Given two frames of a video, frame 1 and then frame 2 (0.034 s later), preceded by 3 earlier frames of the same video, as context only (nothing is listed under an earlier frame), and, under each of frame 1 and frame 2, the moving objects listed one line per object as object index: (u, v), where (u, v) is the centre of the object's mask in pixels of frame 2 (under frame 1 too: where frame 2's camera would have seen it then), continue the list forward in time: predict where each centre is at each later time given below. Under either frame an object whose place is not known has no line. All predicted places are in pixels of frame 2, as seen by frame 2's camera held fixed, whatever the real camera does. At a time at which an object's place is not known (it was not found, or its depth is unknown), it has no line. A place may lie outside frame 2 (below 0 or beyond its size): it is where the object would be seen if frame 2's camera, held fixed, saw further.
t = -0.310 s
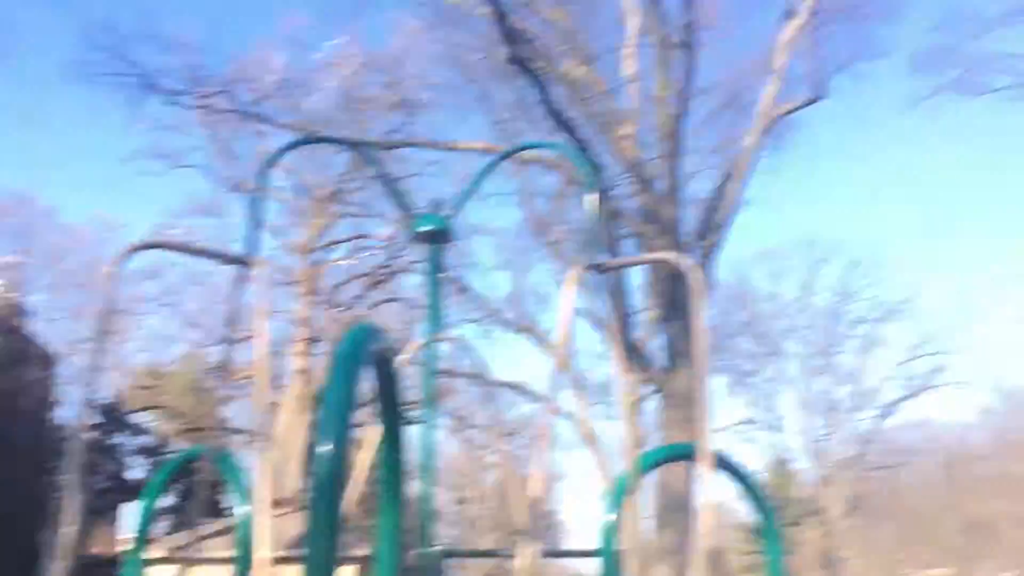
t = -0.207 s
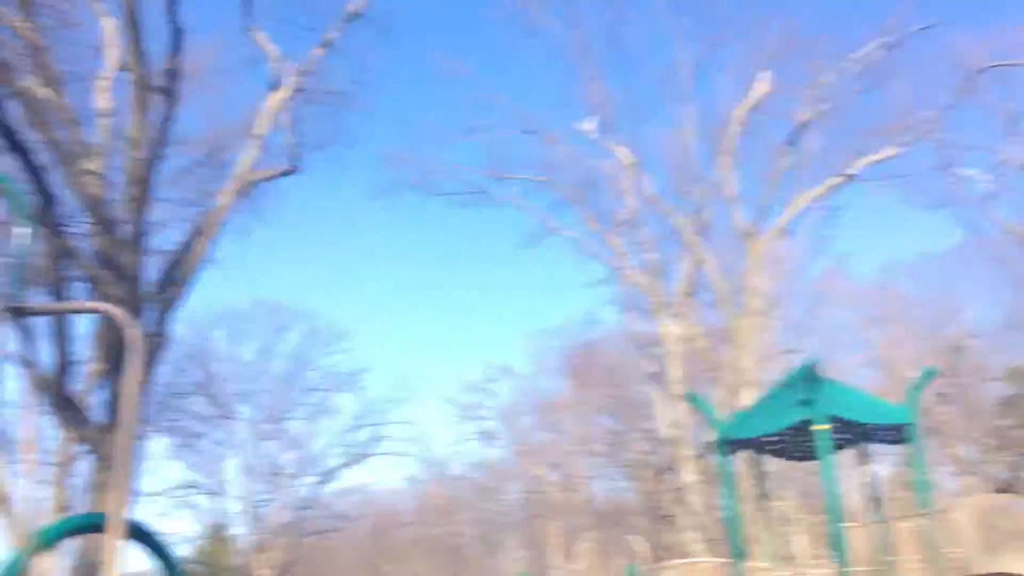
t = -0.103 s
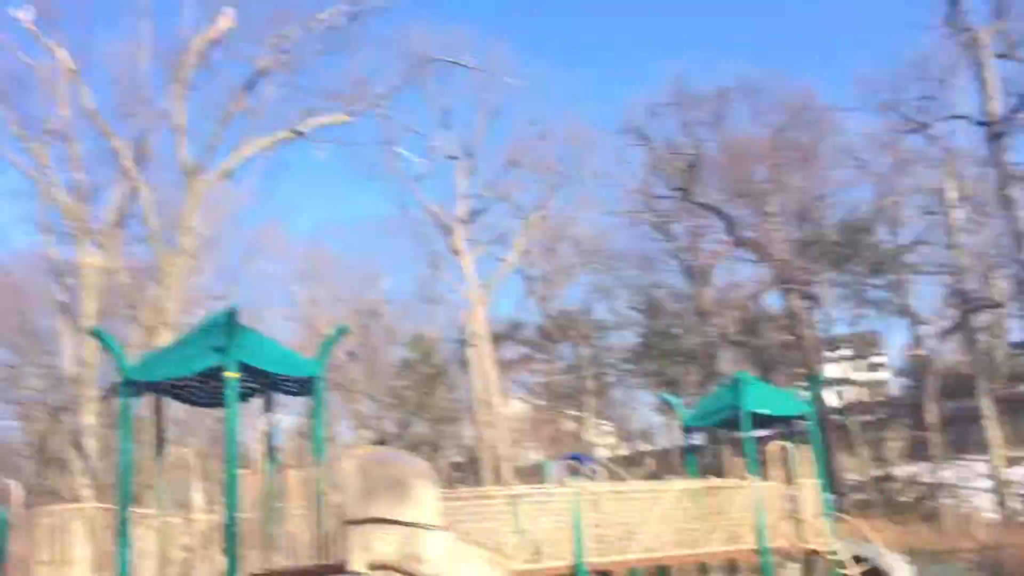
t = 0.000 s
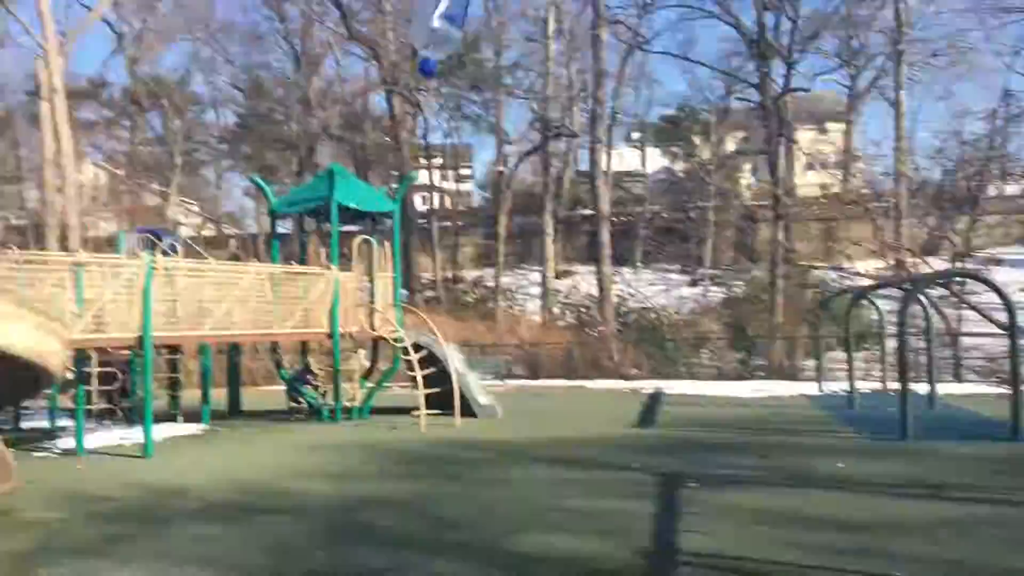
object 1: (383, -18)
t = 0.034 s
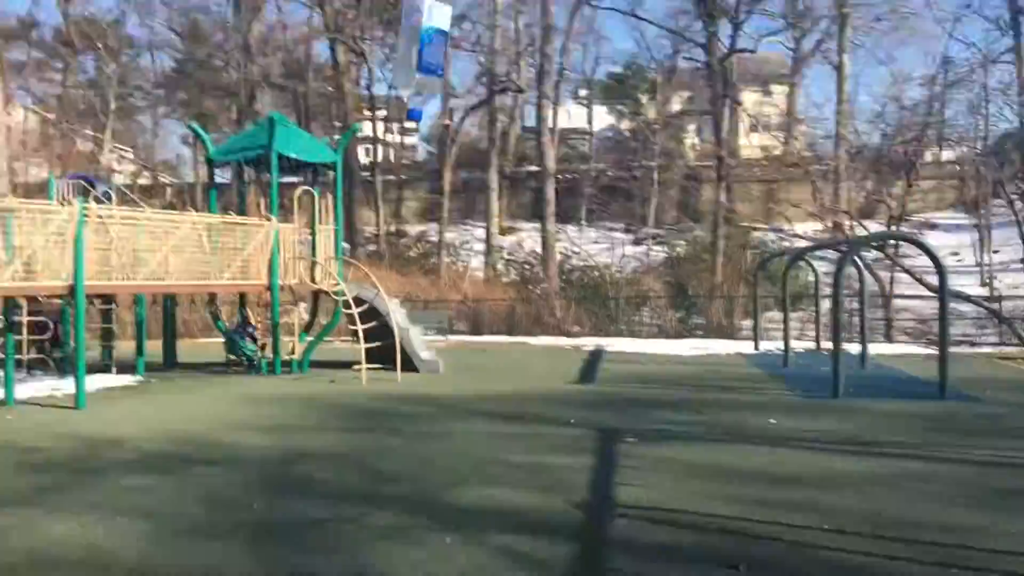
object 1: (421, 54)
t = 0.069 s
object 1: (451, 129)
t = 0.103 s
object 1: (477, 200)
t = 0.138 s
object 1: (495, 270)
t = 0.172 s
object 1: (518, 340)
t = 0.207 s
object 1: (536, 404)
